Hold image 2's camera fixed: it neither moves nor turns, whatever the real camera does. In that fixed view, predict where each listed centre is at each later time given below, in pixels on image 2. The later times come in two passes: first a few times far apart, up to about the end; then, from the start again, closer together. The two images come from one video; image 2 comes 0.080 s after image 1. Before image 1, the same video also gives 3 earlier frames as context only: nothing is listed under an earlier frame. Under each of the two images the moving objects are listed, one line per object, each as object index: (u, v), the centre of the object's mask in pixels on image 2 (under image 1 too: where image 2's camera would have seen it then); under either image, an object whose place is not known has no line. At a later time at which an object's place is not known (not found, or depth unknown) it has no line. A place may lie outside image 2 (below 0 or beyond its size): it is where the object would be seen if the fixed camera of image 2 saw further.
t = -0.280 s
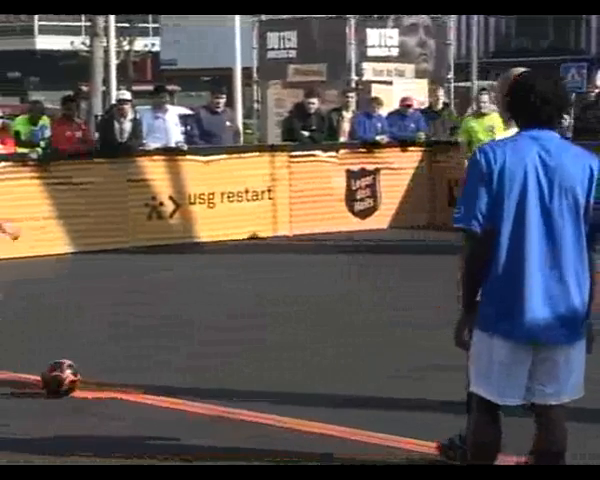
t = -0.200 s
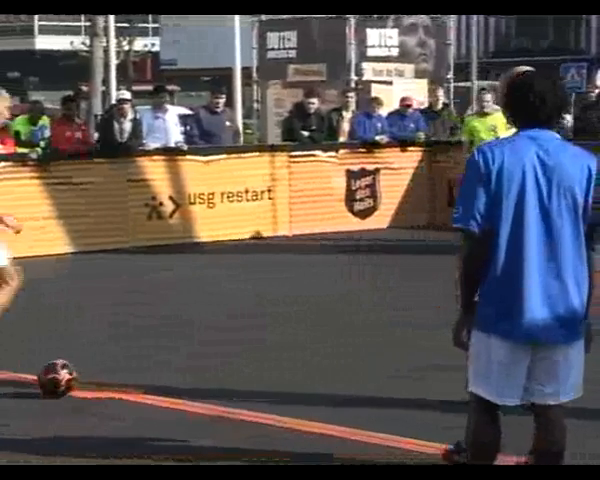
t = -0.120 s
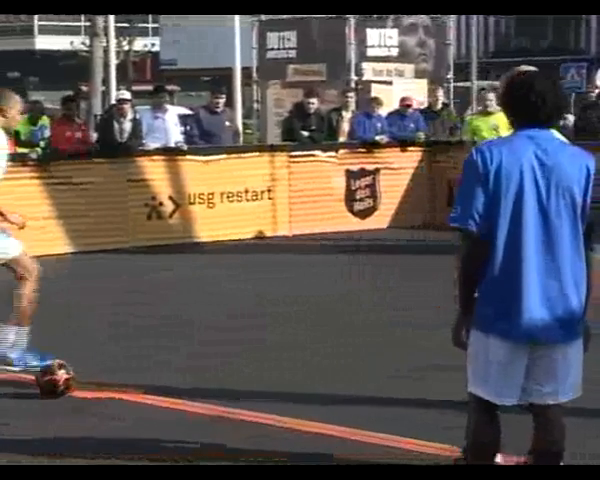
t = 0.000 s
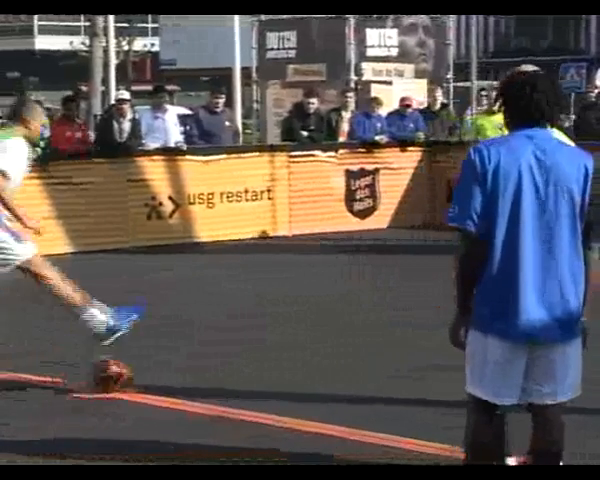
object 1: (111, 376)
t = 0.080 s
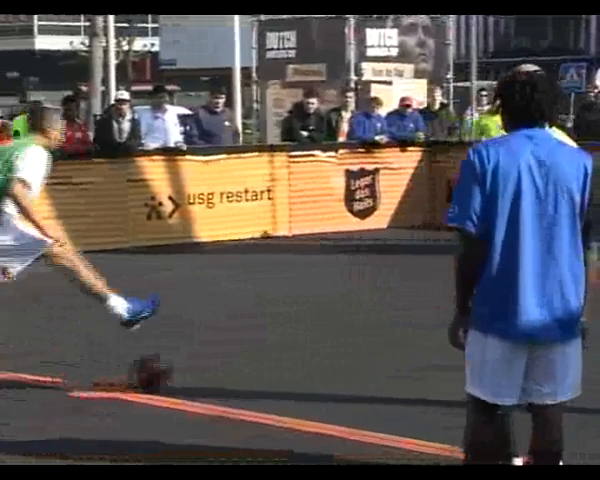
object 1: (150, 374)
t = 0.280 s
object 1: (247, 364)
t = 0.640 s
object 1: (403, 352)
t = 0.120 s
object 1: (168, 374)
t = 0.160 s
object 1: (192, 368)
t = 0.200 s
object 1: (208, 368)
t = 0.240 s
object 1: (229, 367)
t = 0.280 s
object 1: (247, 364)
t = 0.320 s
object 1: (264, 362)
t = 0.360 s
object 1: (284, 362)
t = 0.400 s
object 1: (301, 361)
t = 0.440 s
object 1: (318, 359)
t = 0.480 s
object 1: (336, 359)
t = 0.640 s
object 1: (403, 352)
